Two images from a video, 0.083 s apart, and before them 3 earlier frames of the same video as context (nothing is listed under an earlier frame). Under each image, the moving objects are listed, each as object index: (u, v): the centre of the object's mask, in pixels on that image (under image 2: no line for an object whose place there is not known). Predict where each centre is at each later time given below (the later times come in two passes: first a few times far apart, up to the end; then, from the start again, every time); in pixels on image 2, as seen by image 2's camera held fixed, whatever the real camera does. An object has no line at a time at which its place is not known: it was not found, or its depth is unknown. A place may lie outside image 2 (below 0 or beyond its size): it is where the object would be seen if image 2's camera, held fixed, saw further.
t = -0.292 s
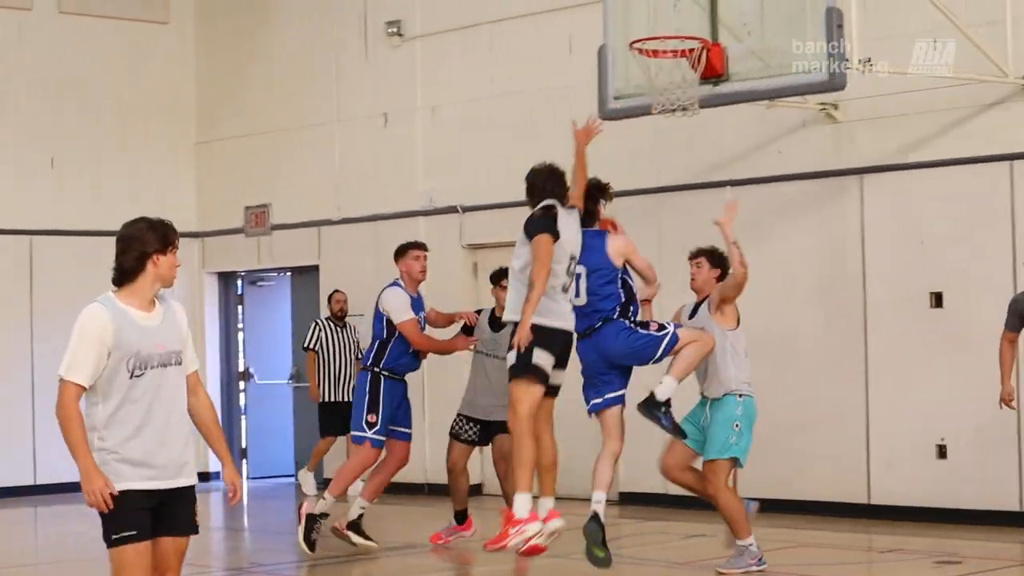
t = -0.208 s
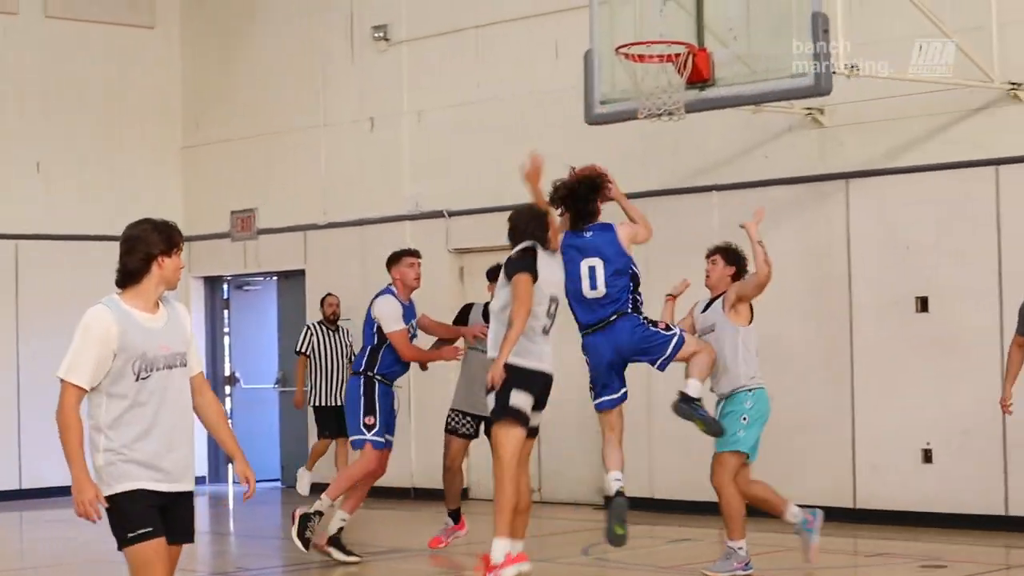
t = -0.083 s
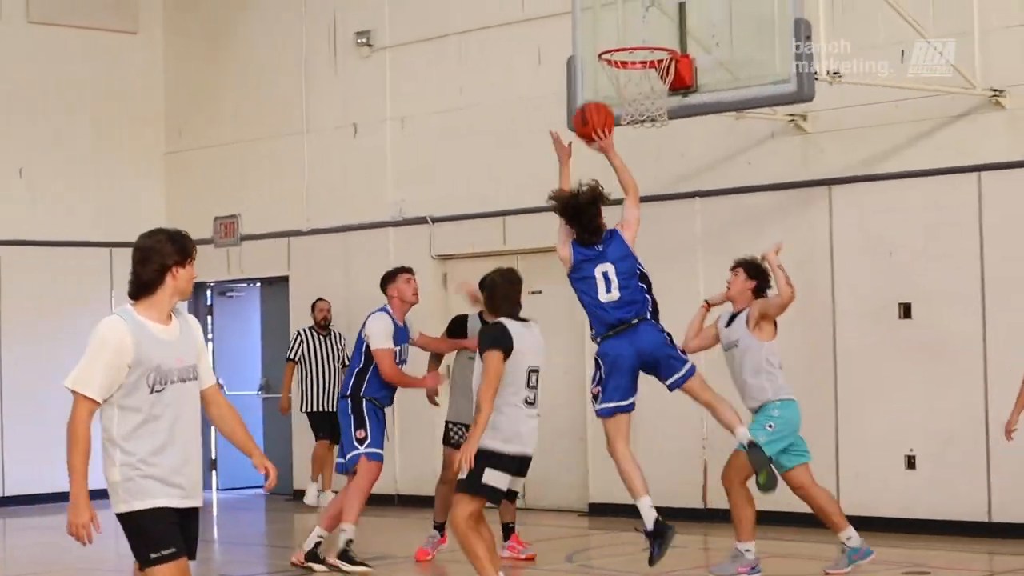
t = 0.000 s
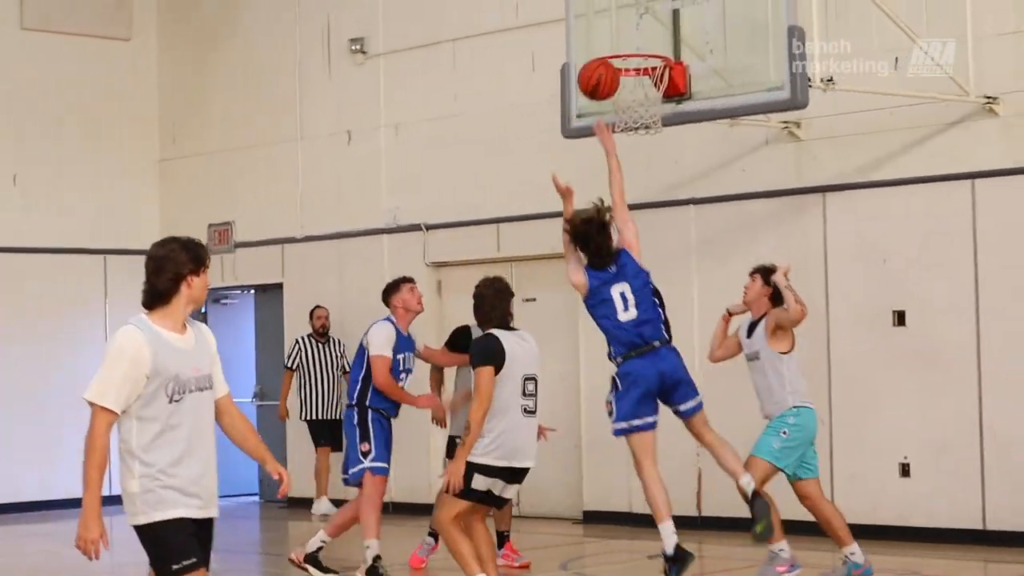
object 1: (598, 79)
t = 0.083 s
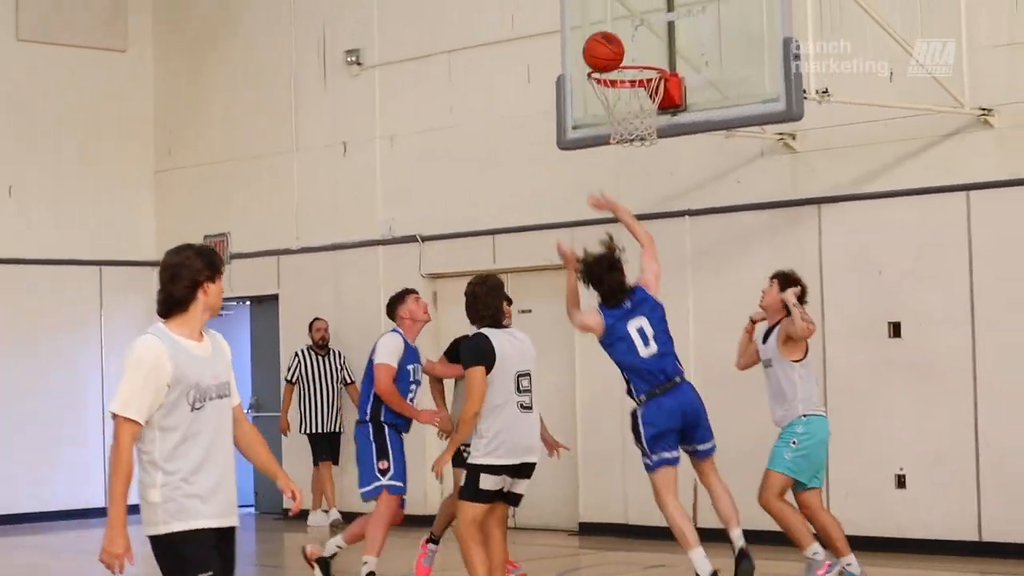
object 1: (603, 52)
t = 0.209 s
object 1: (620, 10)
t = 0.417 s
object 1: (645, 8)
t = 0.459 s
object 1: (650, 15)
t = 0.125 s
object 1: (608, 36)
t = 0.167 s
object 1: (613, 24)
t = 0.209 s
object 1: (620, 10)
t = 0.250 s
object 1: (625, 4)
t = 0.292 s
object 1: (630, 1)
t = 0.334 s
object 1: (635, 1)
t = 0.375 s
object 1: (640, 3)
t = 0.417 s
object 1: (645, 8)
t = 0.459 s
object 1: (650, 15)
